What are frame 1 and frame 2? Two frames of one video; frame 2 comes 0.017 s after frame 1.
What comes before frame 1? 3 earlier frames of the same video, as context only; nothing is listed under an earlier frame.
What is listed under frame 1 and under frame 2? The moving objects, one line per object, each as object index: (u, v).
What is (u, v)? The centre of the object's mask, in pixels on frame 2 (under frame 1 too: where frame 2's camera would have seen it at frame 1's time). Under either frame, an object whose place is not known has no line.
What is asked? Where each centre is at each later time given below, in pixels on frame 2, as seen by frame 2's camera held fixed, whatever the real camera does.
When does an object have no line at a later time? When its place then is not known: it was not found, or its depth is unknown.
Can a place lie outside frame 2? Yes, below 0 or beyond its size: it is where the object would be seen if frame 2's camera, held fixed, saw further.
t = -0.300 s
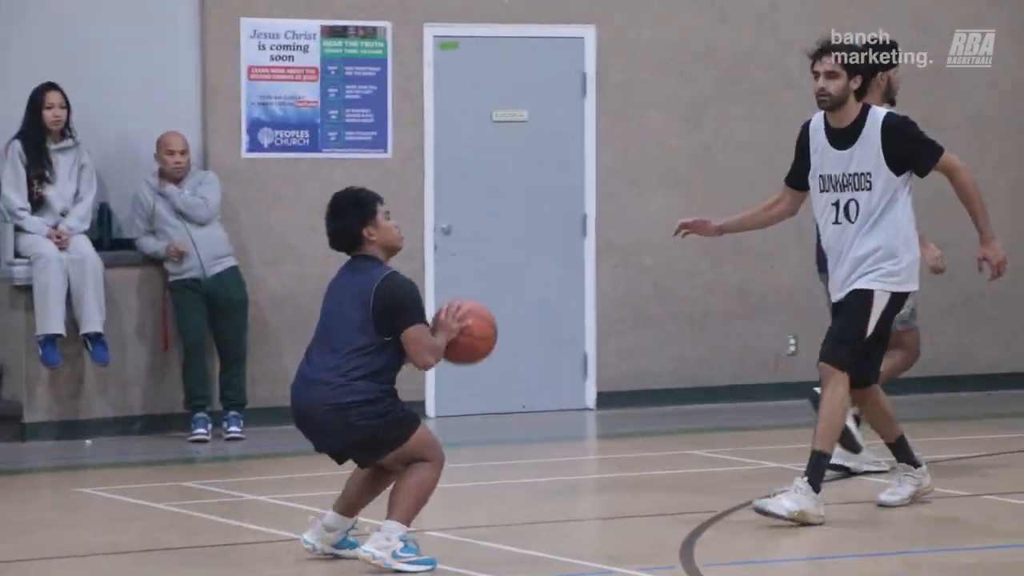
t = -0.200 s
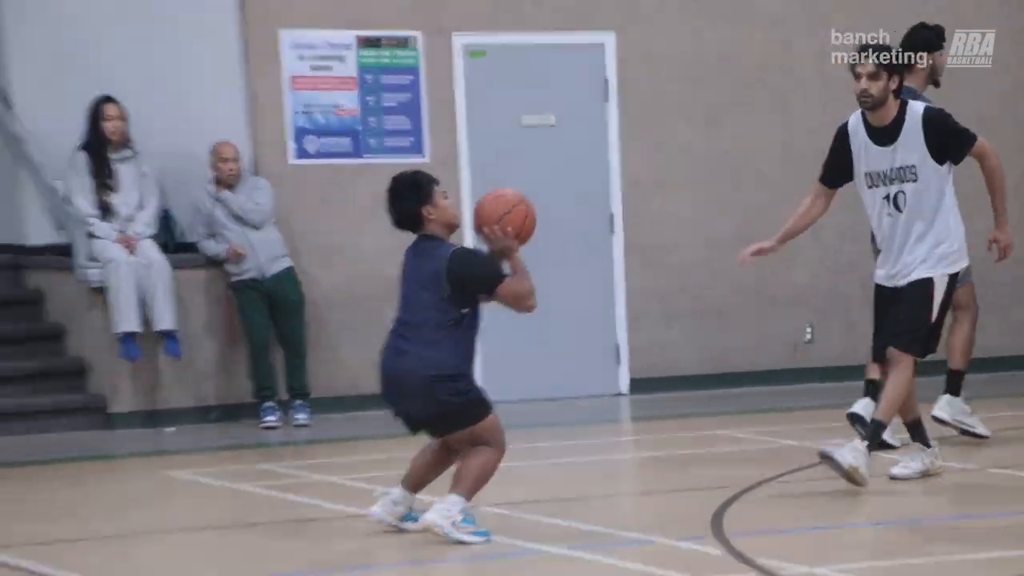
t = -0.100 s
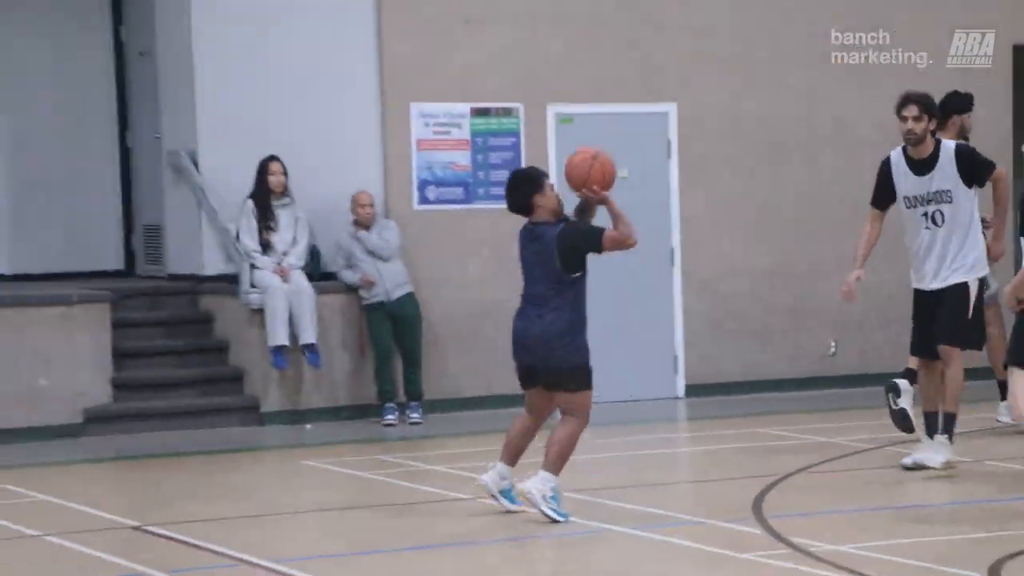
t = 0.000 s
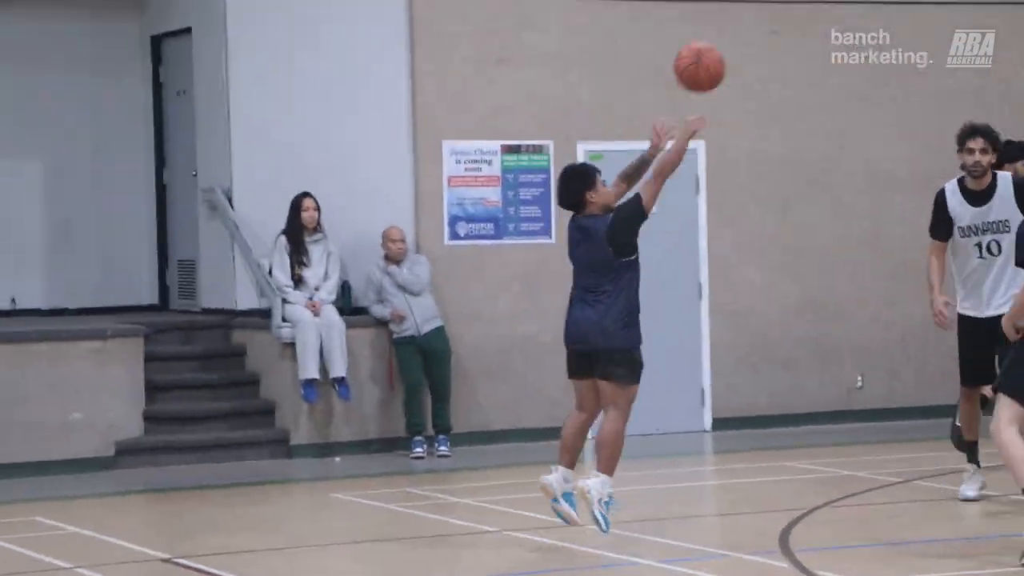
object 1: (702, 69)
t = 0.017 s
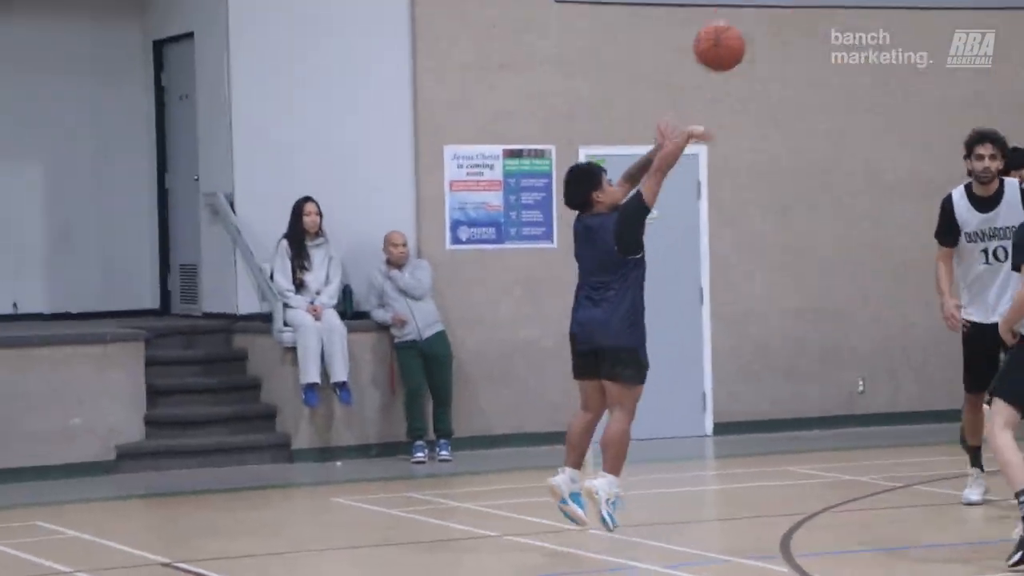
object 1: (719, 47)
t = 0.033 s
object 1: (739, 21)
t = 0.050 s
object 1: (758, 3)
